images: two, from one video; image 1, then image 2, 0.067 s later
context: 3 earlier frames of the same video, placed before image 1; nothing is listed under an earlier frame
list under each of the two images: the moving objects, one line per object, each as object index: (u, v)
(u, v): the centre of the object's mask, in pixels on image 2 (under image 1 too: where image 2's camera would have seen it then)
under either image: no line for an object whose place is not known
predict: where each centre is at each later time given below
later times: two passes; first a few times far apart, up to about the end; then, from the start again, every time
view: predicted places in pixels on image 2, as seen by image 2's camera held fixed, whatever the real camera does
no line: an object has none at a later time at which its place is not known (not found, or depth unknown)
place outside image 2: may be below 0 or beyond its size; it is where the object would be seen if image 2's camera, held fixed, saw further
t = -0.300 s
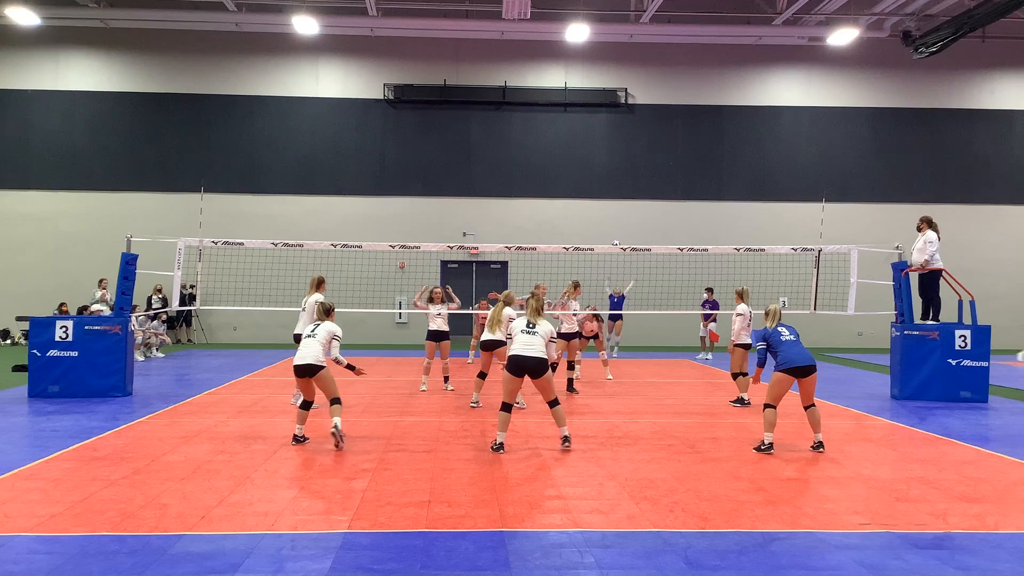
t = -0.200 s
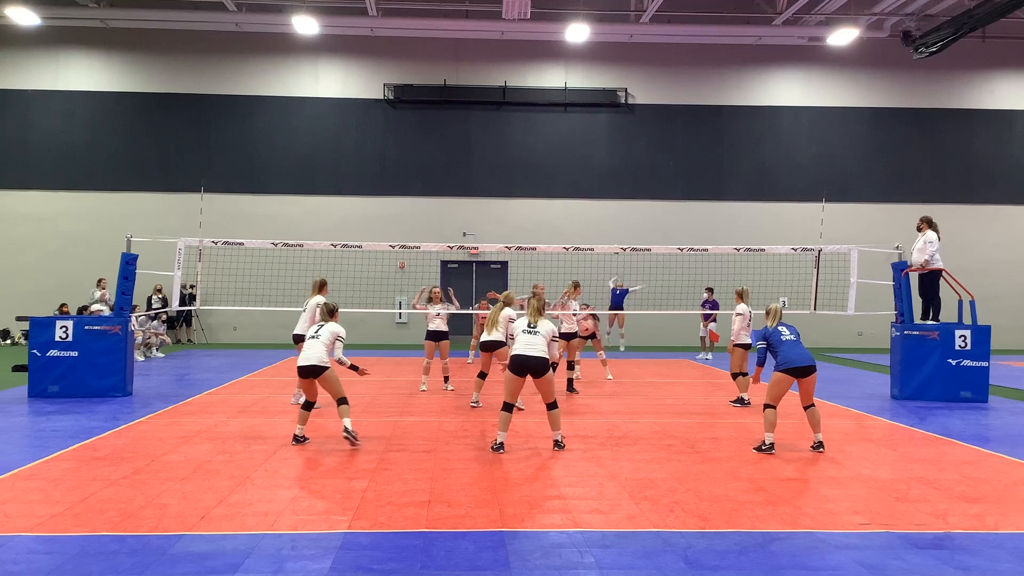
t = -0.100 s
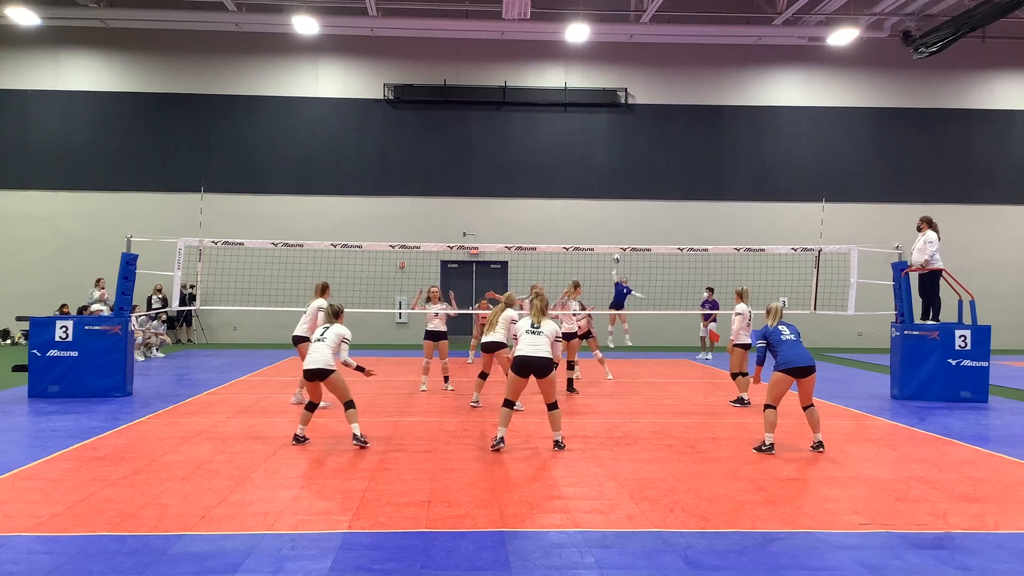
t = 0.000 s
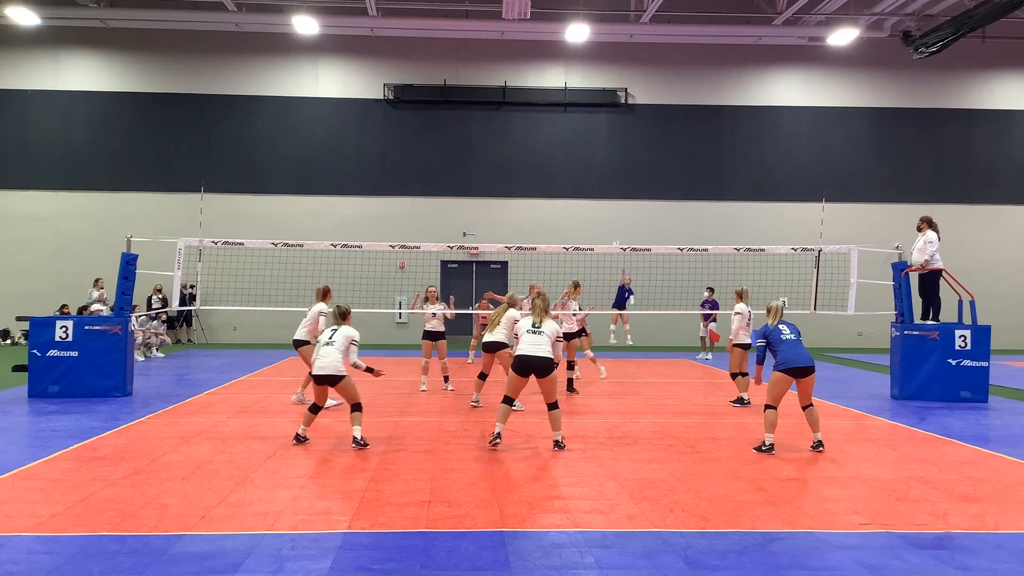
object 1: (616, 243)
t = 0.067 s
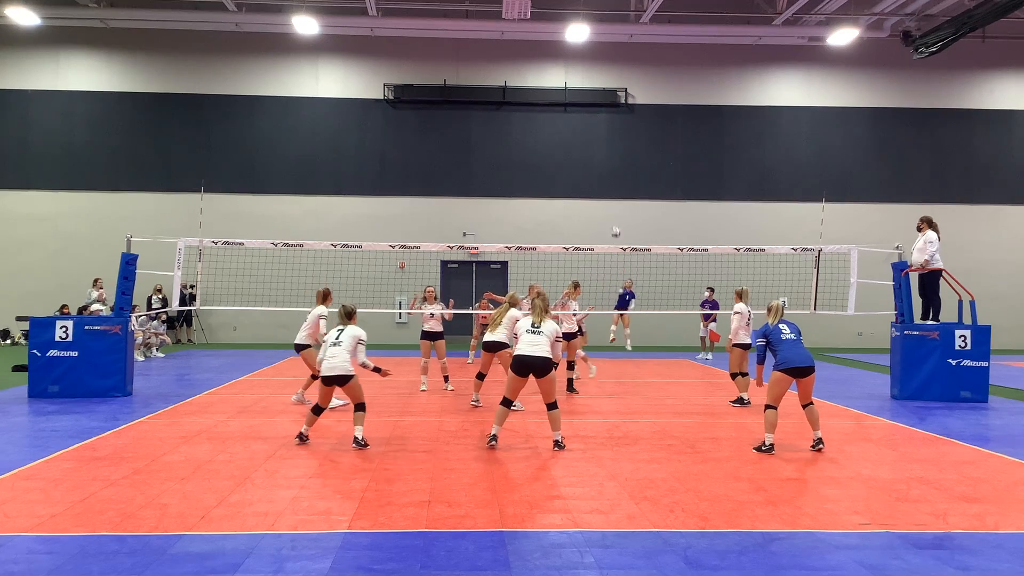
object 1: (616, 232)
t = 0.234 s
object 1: (614, 203)
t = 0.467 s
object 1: (613, 185)
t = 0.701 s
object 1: (611, 201)
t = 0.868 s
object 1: (614, 249)
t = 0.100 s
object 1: (615, 225)
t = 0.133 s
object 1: (615, 219)
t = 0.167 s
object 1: (614, 213)
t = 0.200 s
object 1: (614, 208)
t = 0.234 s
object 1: (614, 203)
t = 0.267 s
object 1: (614, 199)
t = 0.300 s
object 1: (614, 195)
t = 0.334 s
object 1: (614, 192)
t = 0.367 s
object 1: (614, 189)
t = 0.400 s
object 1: (614, 187)
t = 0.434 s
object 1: (613, 186)
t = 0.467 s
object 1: (613, 185)
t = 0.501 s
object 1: (613, 185)
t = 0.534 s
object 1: (612, 185)
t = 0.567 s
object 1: (612, 186)
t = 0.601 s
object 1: (611, 188)
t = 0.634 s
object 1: (611, 192)
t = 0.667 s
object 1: (611, 195)
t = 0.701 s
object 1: (611, 201)
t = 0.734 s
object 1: (611, 208)
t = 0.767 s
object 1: (611, 216)
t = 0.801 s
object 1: (612, 225)
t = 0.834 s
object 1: (613, 236)
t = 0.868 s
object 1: (614, 249)
